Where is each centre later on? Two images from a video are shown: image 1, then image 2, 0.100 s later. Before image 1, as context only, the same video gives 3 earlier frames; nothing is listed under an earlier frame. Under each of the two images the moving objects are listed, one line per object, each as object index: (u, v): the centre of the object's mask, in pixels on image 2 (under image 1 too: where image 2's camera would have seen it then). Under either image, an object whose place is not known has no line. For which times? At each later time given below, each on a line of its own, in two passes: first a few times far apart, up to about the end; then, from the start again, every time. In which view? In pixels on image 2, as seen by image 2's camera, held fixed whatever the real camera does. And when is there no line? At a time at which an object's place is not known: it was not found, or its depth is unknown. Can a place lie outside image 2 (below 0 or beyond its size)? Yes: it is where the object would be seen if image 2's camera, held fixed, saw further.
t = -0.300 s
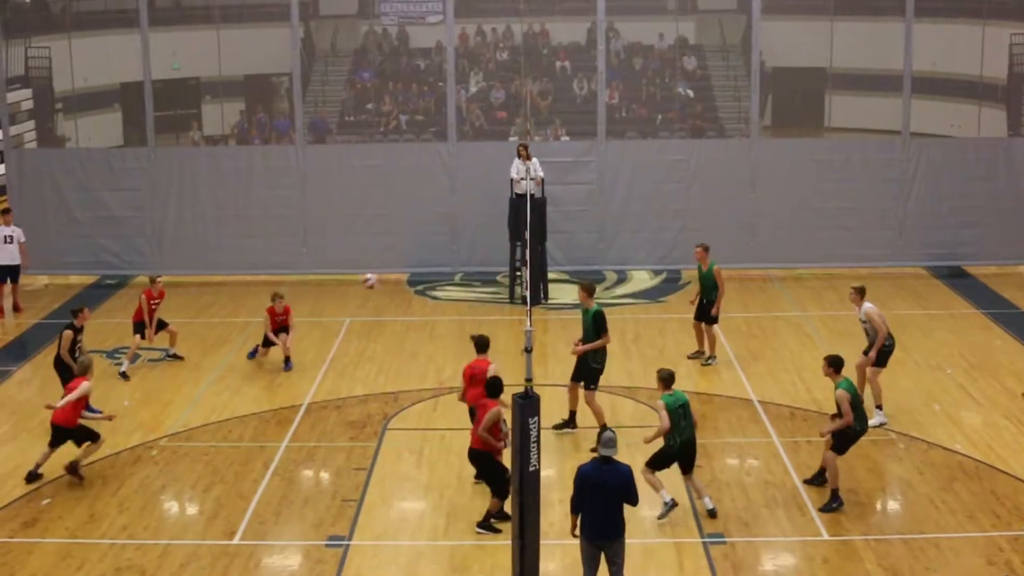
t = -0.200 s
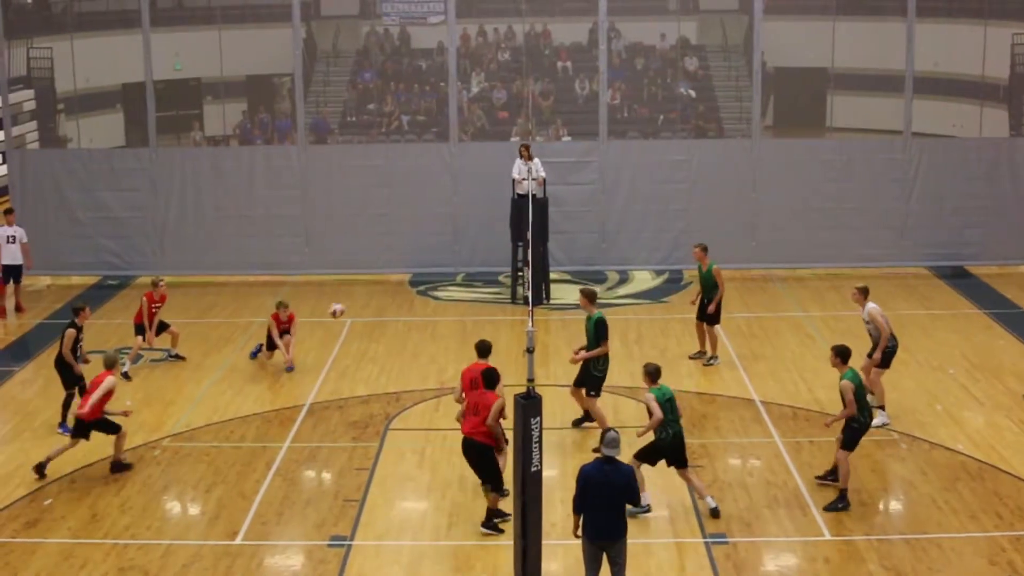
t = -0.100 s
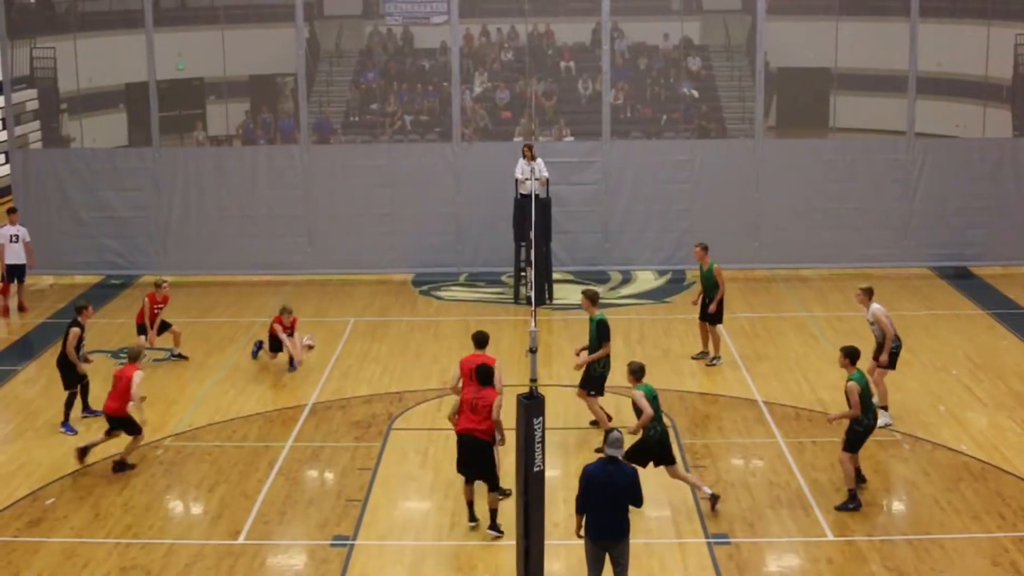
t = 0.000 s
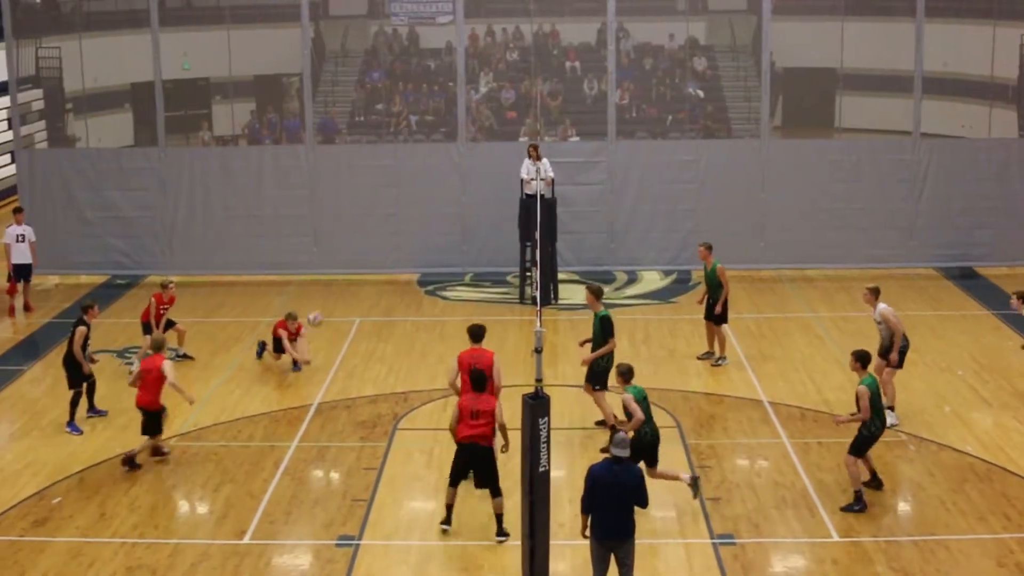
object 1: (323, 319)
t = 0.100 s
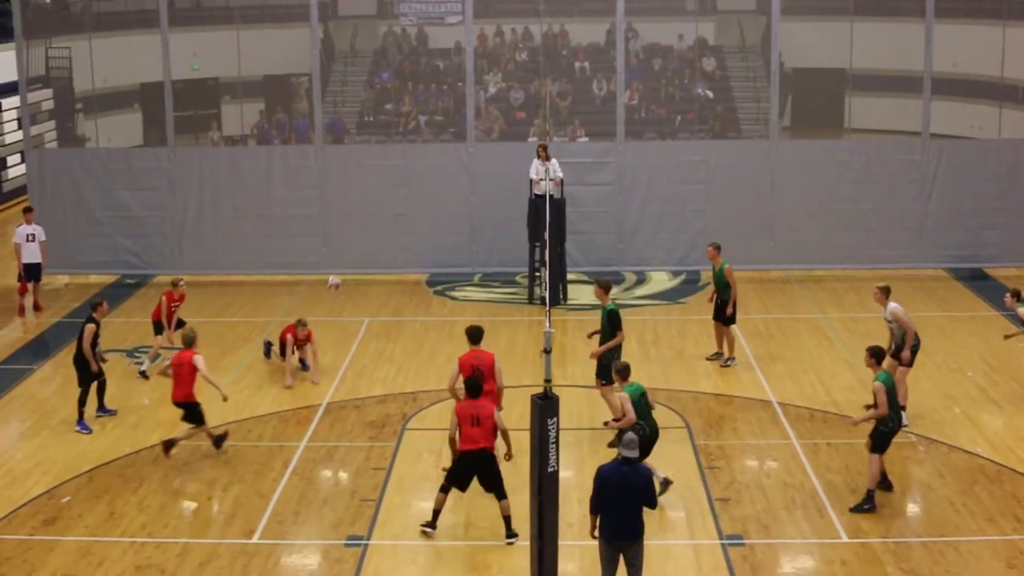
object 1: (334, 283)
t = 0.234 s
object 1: (350, 242)
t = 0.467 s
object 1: (378, 202)
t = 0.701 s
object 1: (407, 200)
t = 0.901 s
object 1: (434, 229)
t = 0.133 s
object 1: (338, 271)
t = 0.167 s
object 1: (342, 260)
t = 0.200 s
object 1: (346, 251)
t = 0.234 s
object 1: (350, 242)
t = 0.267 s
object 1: (354, 235)
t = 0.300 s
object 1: (357, 228)
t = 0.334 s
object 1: (362, 221)
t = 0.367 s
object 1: (366, 215)
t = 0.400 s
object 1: (369, 211)
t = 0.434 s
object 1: (374, 206)
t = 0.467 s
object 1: (378, 202)
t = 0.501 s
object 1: (382, 200)
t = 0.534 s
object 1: (385, 197)
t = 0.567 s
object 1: (390, 196)
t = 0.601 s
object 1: (395, 196)
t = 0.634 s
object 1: (399, 196)
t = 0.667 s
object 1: (403, 198)
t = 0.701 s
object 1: (407, 200)
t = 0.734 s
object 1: (412, 202)
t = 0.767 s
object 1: (416, 206)
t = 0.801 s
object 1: (420, 211)
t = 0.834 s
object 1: (424, 216)
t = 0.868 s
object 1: (428, 222)
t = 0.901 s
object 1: (434, 229)
